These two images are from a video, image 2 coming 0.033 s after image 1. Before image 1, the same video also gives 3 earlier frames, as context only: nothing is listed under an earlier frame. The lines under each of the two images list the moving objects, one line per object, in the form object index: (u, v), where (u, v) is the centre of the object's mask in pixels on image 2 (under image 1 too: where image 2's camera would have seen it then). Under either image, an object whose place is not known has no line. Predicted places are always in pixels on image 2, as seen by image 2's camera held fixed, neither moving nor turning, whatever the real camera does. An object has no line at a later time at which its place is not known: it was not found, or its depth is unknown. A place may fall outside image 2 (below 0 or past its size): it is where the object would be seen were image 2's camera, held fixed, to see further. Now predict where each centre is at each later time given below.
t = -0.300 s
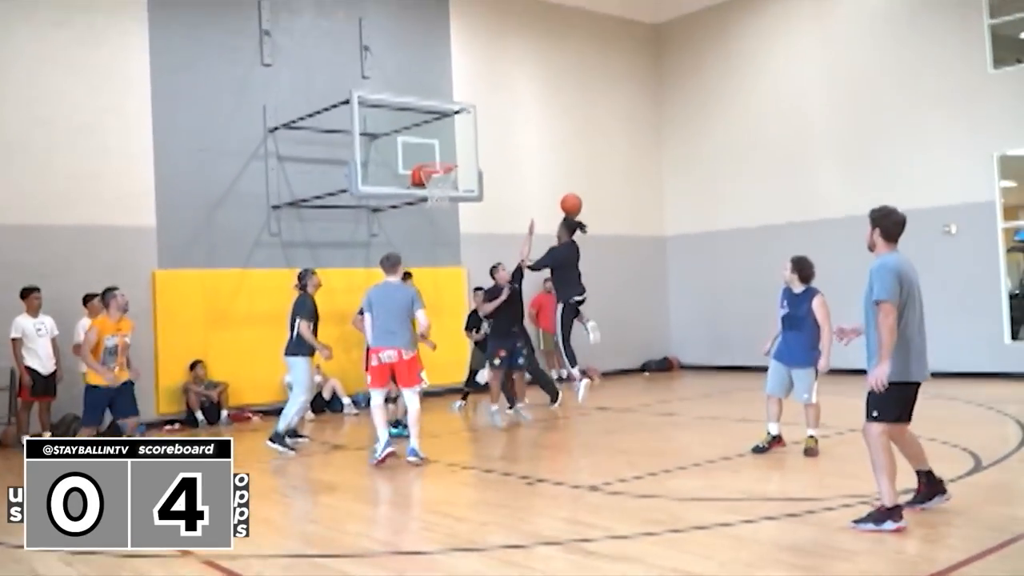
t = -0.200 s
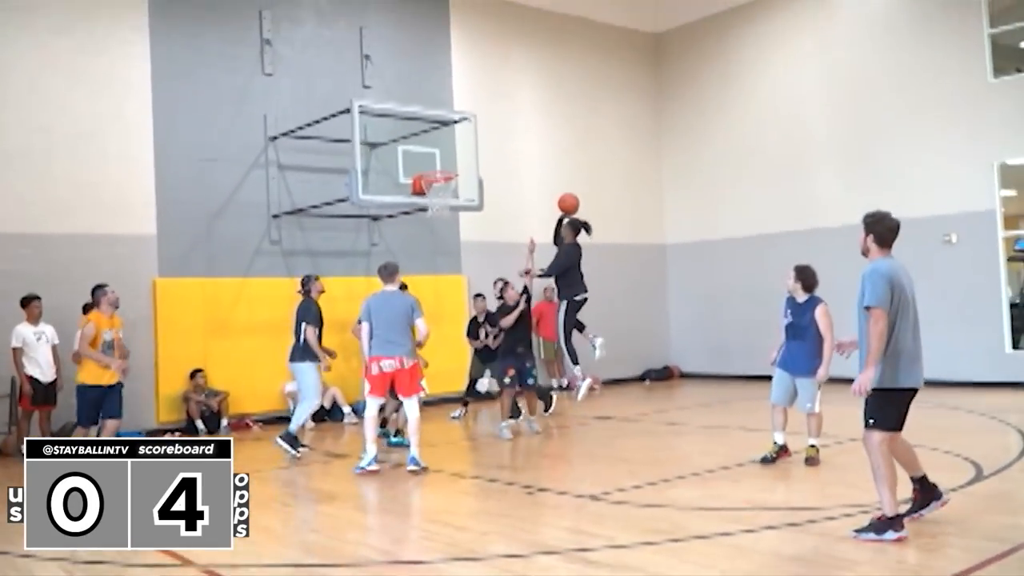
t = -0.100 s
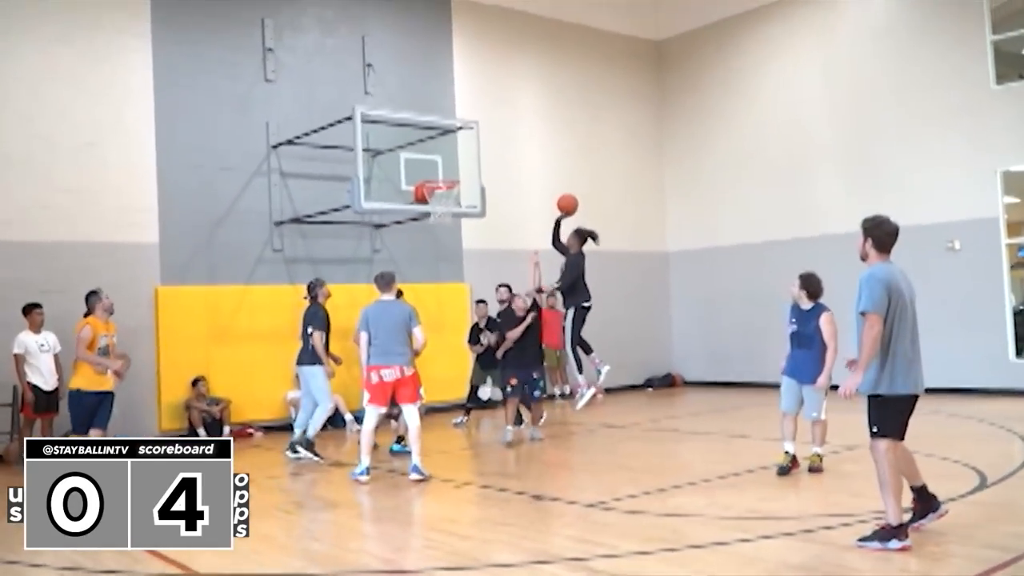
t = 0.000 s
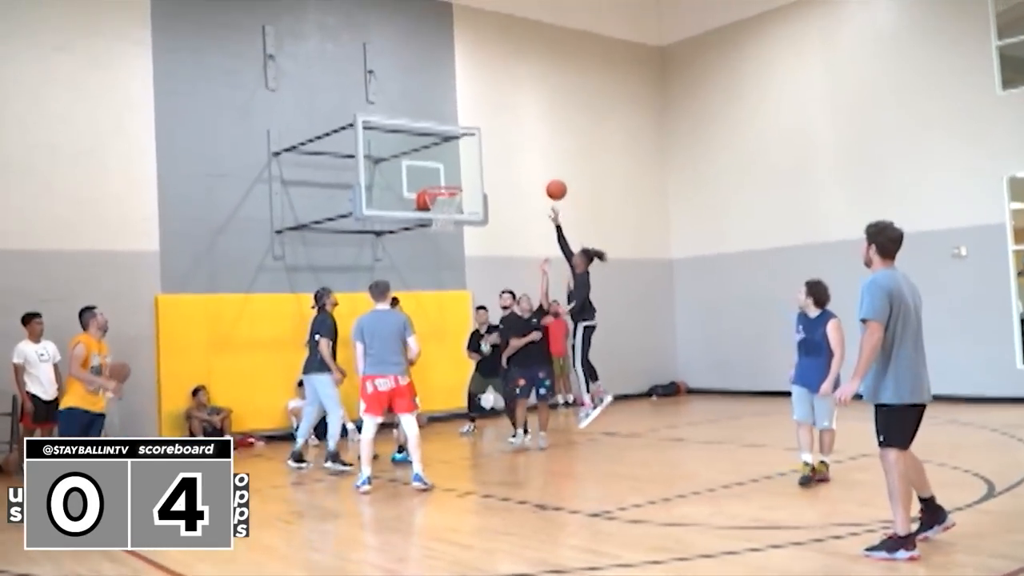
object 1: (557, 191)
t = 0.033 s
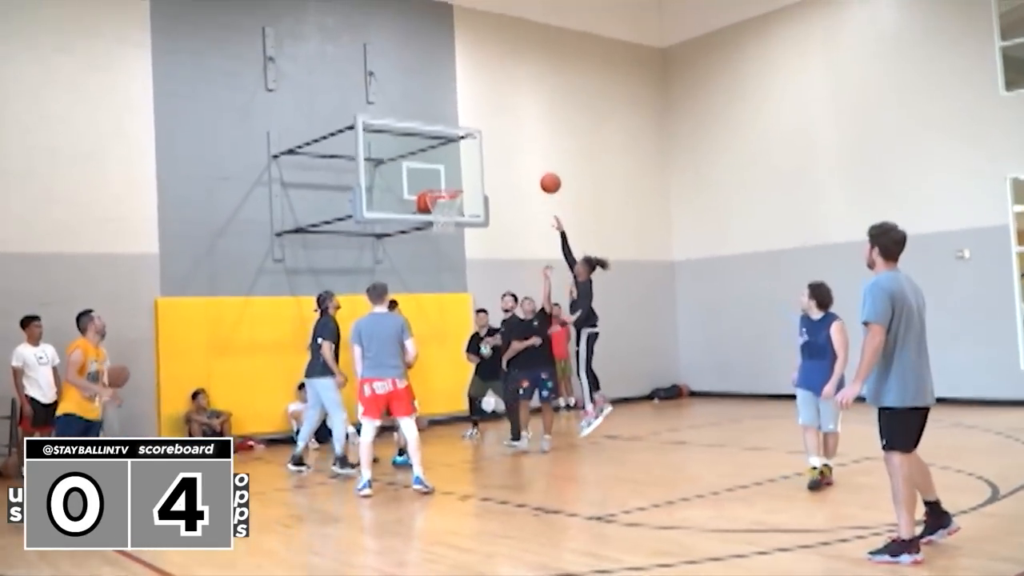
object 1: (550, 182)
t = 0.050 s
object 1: (547, 179)
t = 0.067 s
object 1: (543, 175)
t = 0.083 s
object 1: (540, 171)
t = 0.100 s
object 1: (537, 168)
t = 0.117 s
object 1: (533, 165)
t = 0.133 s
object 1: (530, 162)
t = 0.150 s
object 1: (527, 159)
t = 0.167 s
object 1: (524, 157)
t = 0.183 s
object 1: (521, 154)
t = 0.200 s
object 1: (518, 152)
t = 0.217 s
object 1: (514, 151)
